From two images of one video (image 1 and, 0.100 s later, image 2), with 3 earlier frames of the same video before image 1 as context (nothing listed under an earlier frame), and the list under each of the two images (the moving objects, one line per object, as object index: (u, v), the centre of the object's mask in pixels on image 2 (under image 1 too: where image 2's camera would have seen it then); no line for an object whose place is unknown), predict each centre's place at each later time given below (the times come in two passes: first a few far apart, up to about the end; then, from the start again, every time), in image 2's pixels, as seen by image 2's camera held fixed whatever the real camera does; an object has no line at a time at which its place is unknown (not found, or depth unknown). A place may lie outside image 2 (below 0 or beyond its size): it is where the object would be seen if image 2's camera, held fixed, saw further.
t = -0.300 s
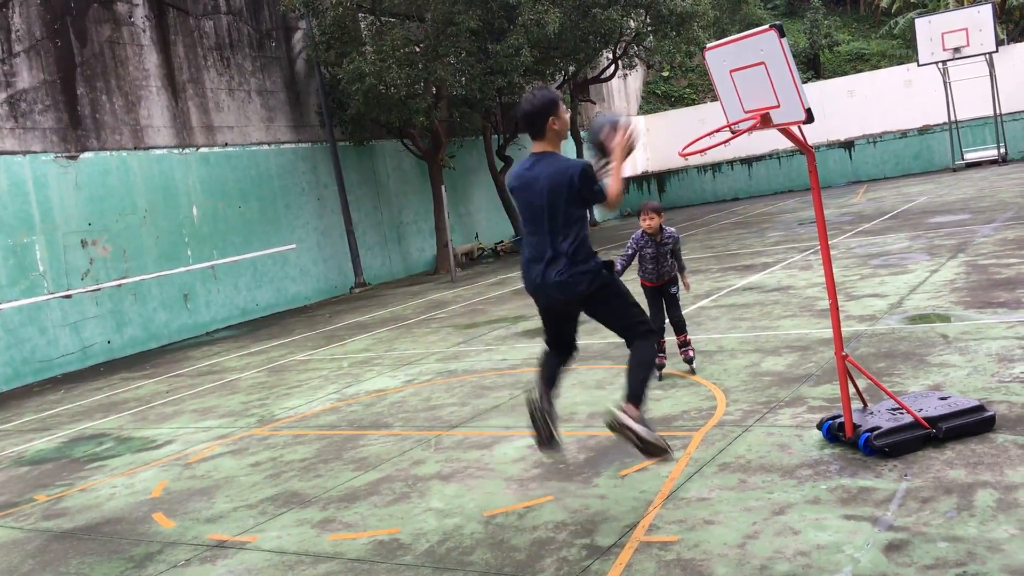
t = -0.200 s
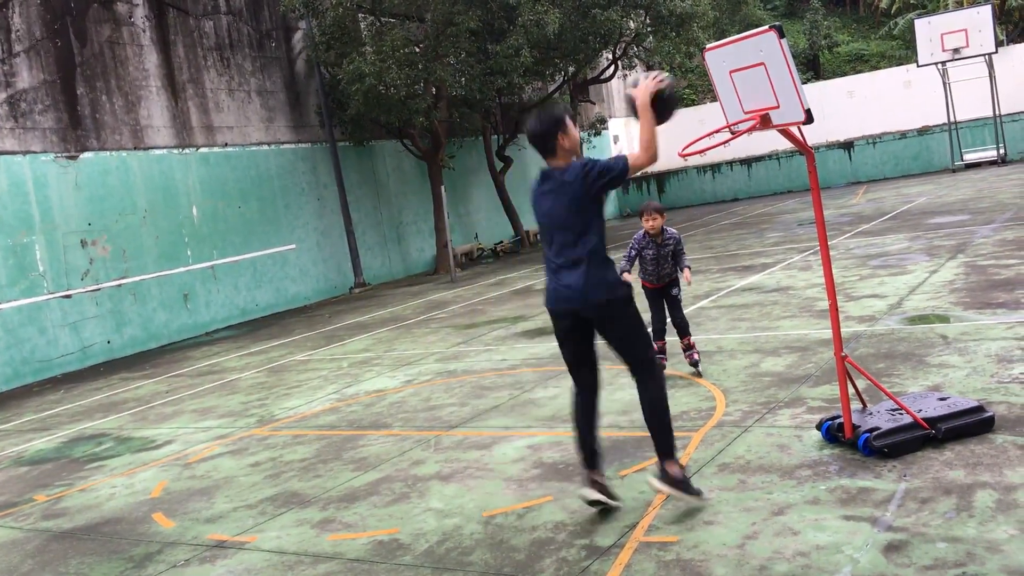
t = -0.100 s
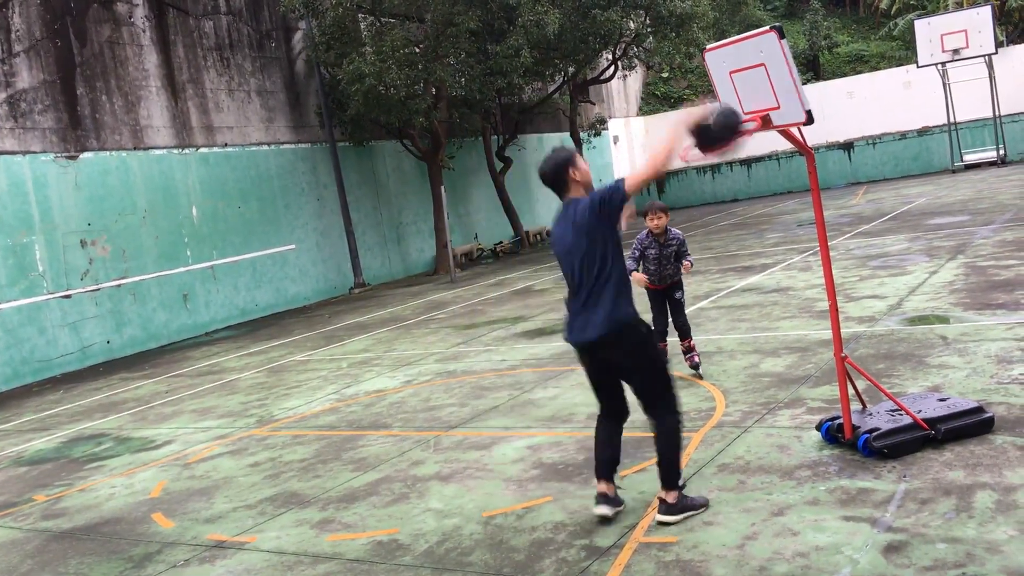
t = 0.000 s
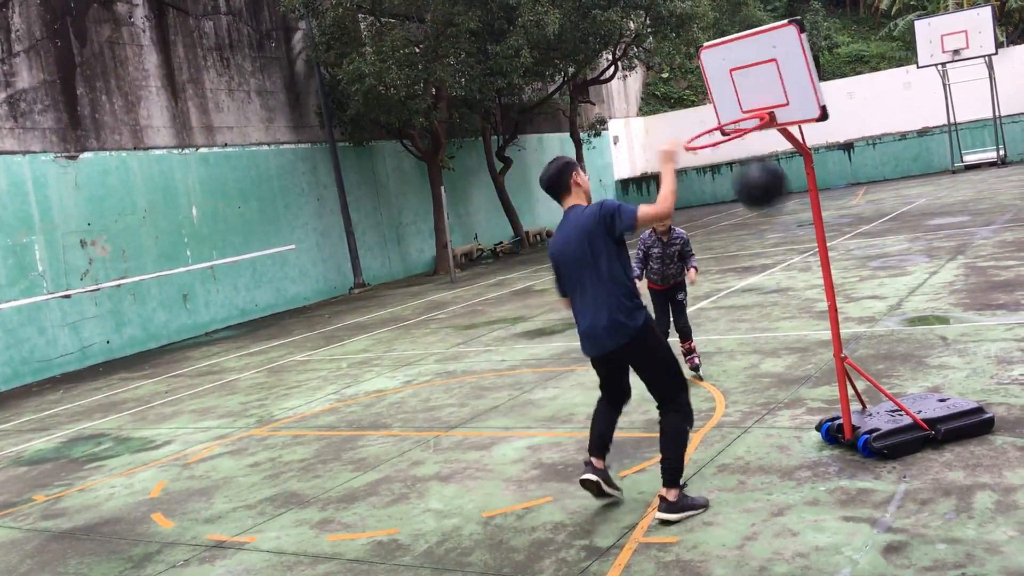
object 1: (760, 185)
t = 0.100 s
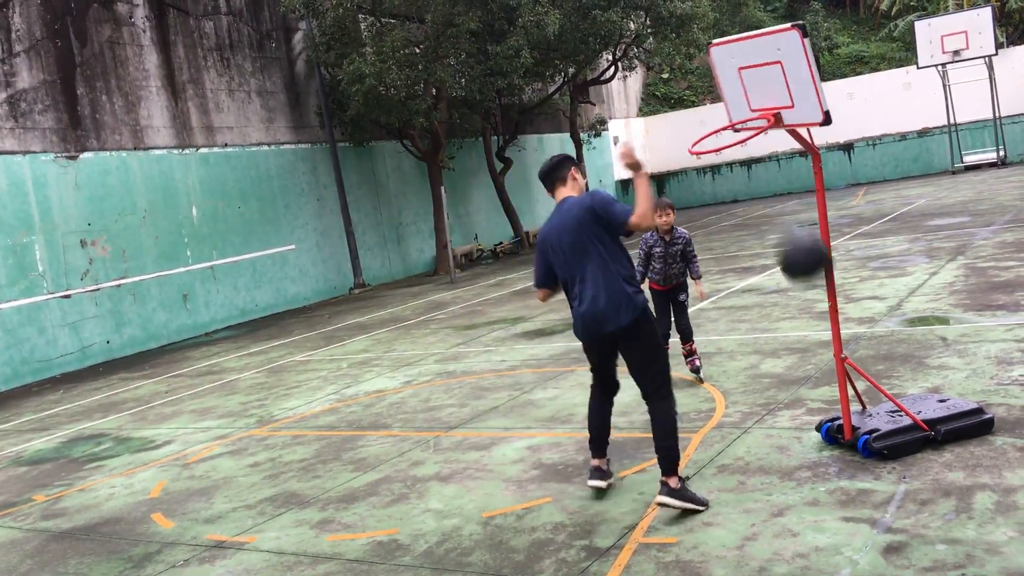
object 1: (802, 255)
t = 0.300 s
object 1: (809, 420)
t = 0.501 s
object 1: (734, 359)
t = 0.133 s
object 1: (811, 284)
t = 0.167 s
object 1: (809, 307)
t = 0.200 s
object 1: (809, 332)
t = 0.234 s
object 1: (809, 362)
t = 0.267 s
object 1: (809, 388)
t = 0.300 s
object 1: (809, 420)
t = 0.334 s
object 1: (802, 436)
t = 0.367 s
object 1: (788, 415)
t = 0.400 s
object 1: (774, 397)
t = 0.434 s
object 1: (761, 384)
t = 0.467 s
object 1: (747, 370)
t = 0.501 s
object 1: (734, 359)
